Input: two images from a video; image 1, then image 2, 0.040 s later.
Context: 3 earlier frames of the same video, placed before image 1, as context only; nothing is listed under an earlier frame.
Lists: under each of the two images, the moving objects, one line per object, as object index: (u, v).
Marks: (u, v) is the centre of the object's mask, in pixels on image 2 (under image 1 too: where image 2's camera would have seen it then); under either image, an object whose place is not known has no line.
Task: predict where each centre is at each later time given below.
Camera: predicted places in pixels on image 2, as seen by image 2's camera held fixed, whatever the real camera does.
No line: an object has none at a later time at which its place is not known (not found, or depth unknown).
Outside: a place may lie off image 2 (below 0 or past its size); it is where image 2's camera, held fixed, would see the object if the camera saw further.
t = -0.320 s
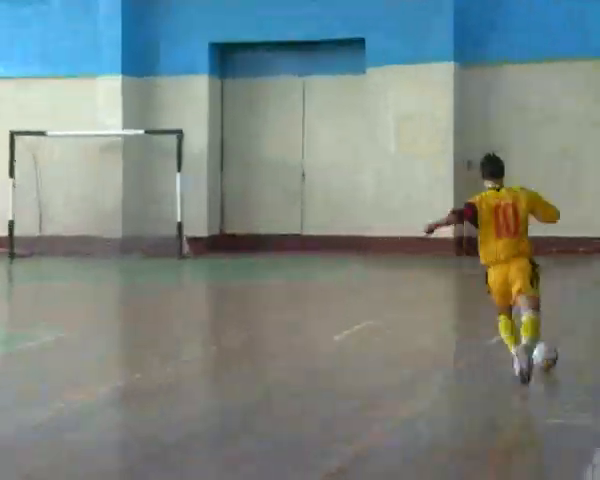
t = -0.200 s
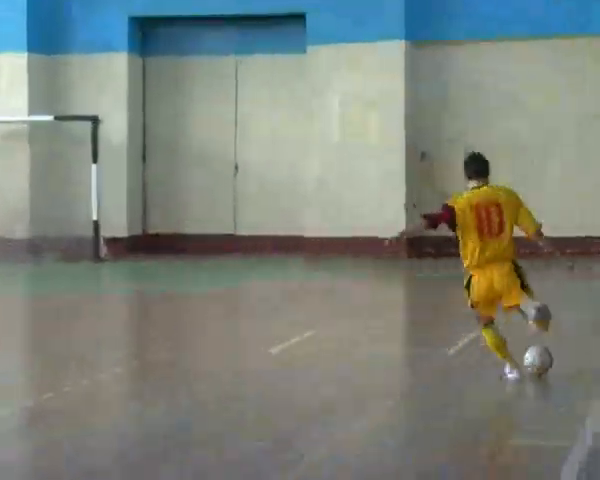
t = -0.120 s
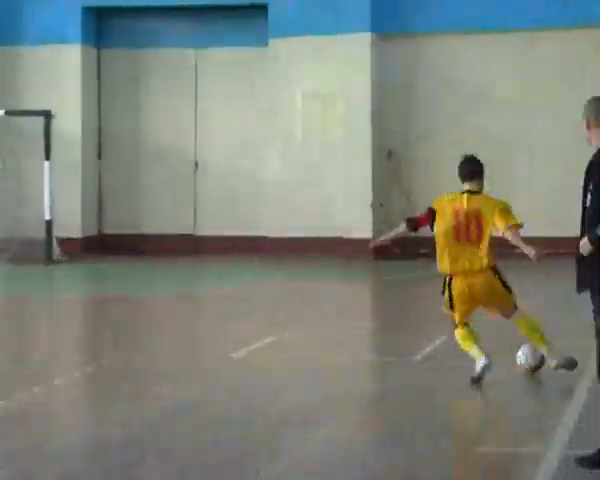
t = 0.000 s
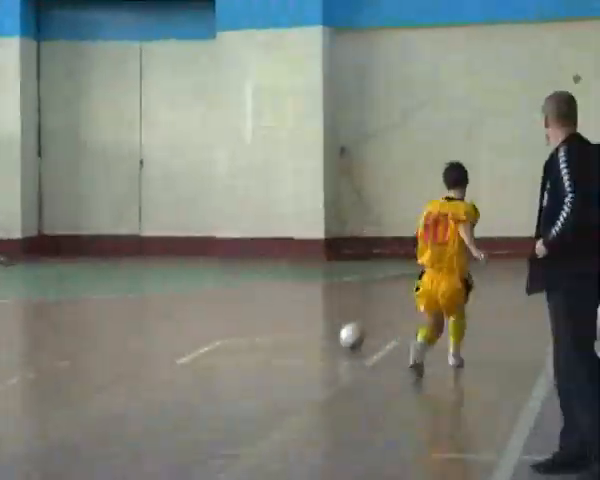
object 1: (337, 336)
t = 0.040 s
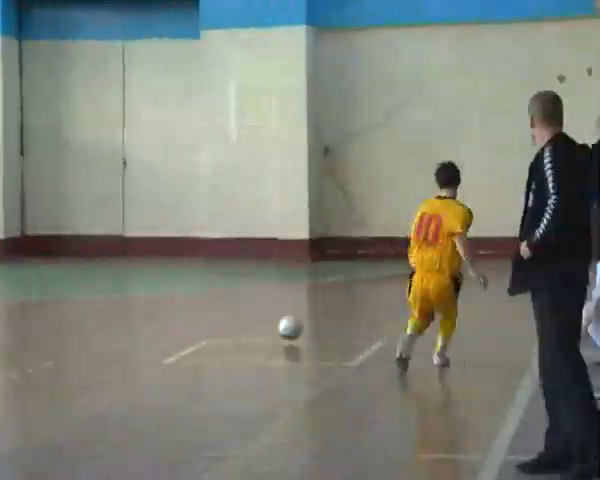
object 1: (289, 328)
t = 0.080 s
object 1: (248, 320)
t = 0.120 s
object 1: (210, 314)
